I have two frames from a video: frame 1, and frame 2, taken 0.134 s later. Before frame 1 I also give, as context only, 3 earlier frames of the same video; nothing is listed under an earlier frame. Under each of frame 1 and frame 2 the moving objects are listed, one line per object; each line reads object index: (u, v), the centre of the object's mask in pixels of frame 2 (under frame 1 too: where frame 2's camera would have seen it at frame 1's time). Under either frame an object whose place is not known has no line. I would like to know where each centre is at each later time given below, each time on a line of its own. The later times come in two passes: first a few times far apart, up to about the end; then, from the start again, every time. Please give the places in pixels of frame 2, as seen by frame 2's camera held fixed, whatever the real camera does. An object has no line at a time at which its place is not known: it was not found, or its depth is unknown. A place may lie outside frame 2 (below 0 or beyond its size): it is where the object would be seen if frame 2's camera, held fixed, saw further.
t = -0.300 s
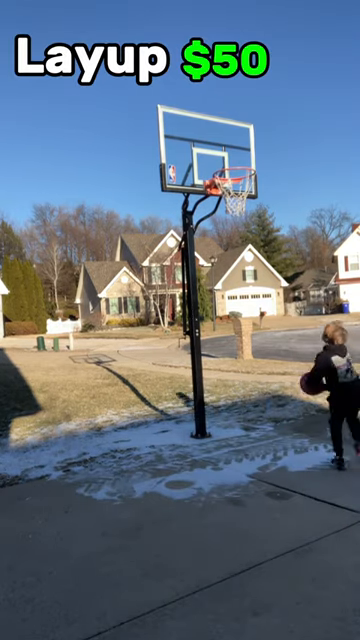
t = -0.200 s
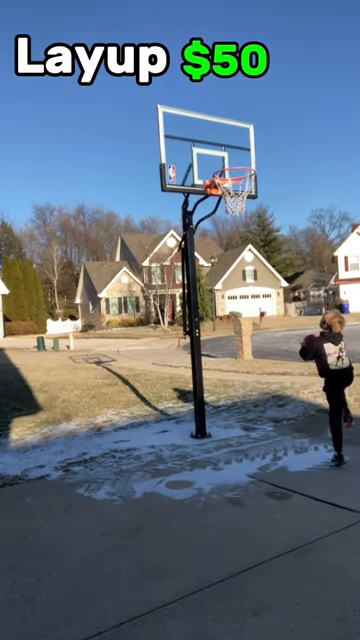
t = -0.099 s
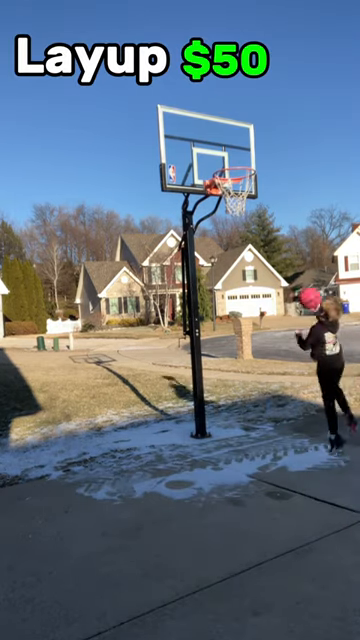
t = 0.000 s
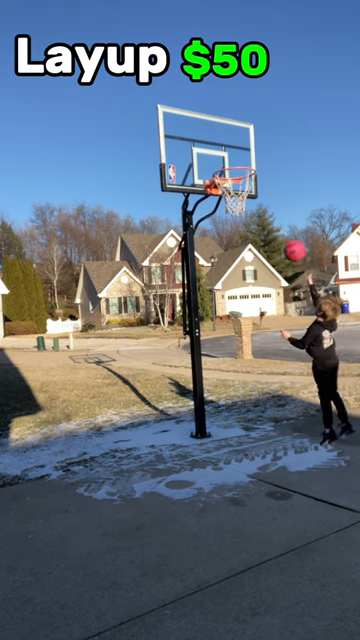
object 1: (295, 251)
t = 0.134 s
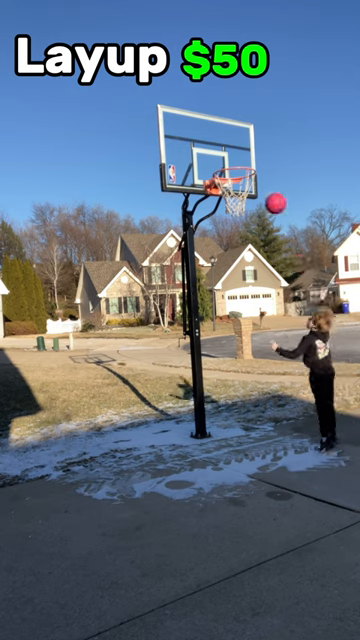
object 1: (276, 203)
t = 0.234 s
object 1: (263, 178)
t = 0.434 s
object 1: (240, 156)
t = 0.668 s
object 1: (240, 162)
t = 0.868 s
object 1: (236, 175)
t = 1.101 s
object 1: (236, 186)
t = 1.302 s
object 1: (240, 215)
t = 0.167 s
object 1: (271, 194)
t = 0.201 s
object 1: (267, 186)
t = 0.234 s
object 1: (263, 178)
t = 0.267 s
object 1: (259, 172)
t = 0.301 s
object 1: (255, 166)
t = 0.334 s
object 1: (251, 162)
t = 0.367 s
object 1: (247, 159)
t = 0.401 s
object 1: (243, 157)
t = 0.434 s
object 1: (240, 156)
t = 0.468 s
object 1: (238, 154)
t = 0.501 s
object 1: (239, 154)
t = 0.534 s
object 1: (239, 154)
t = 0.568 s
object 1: (239, 154)
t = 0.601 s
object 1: (239, 156)
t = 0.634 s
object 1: (240, 158)
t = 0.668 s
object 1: (240, 162)
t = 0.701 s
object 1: (241, 167)
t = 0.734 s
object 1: (241, 167)
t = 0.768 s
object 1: (239, 168)
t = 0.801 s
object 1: (238, 169)
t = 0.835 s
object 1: (237, 171)
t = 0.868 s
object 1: (236, 175)
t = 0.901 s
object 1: (233, 179)
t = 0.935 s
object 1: (234, 185)
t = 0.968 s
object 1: (233, 187)
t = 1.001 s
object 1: (234, 186)
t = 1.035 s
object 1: (235, 186)
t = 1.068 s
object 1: (237, 184)
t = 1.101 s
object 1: (236, 186)
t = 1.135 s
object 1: (238, 184)
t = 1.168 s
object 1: (237, 195)
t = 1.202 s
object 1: (236, 202)
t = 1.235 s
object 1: (238, 205)
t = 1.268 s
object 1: (239, 210)
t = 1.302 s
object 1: (240, 215)
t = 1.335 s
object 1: (241, 223)
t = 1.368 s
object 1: (242, 231)
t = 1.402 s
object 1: (243, 240)
